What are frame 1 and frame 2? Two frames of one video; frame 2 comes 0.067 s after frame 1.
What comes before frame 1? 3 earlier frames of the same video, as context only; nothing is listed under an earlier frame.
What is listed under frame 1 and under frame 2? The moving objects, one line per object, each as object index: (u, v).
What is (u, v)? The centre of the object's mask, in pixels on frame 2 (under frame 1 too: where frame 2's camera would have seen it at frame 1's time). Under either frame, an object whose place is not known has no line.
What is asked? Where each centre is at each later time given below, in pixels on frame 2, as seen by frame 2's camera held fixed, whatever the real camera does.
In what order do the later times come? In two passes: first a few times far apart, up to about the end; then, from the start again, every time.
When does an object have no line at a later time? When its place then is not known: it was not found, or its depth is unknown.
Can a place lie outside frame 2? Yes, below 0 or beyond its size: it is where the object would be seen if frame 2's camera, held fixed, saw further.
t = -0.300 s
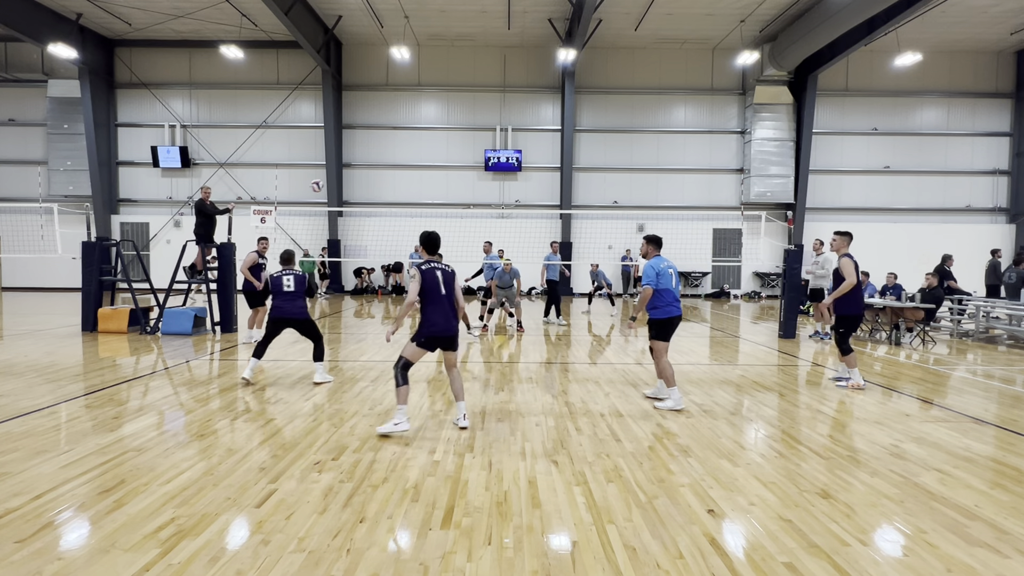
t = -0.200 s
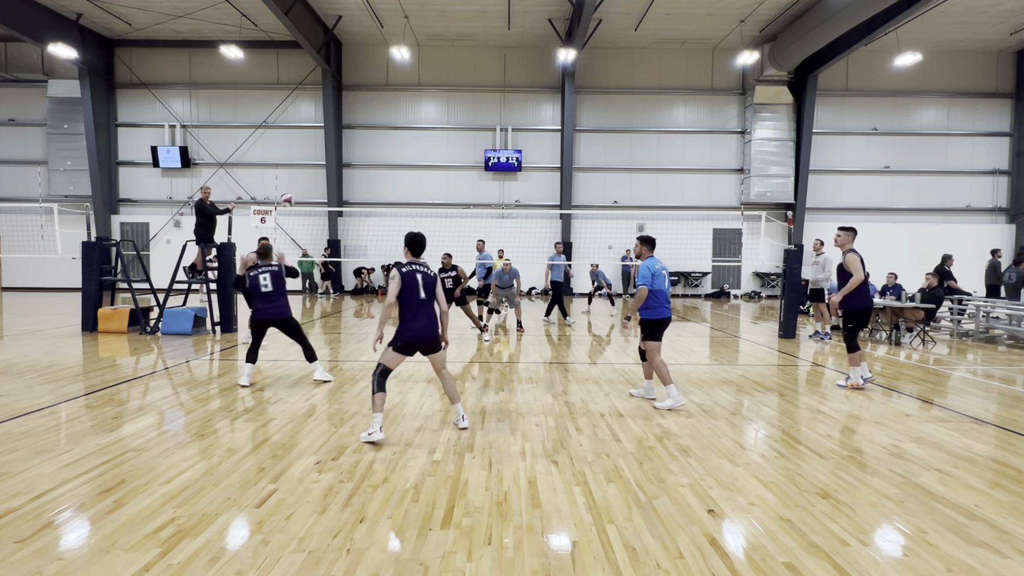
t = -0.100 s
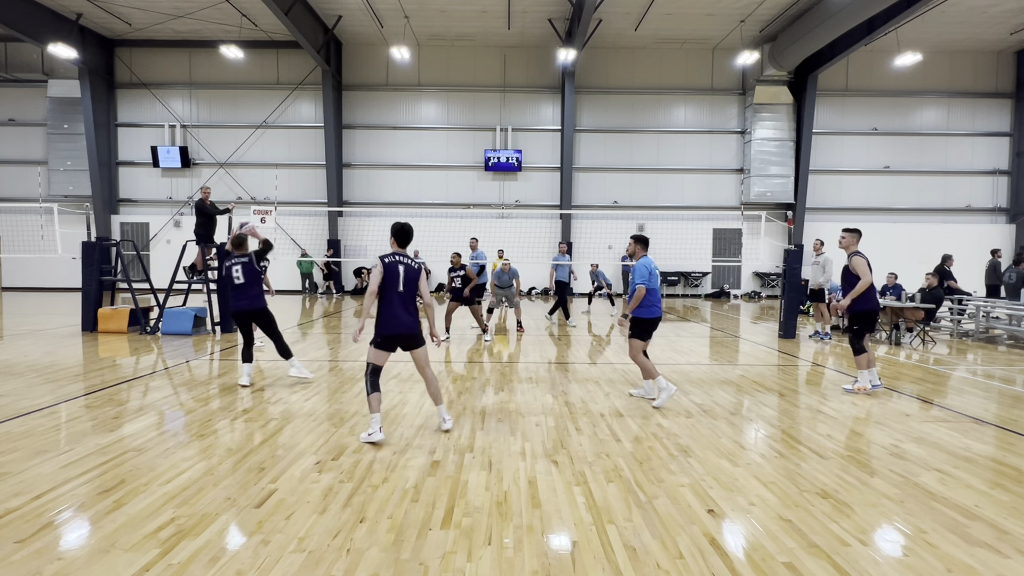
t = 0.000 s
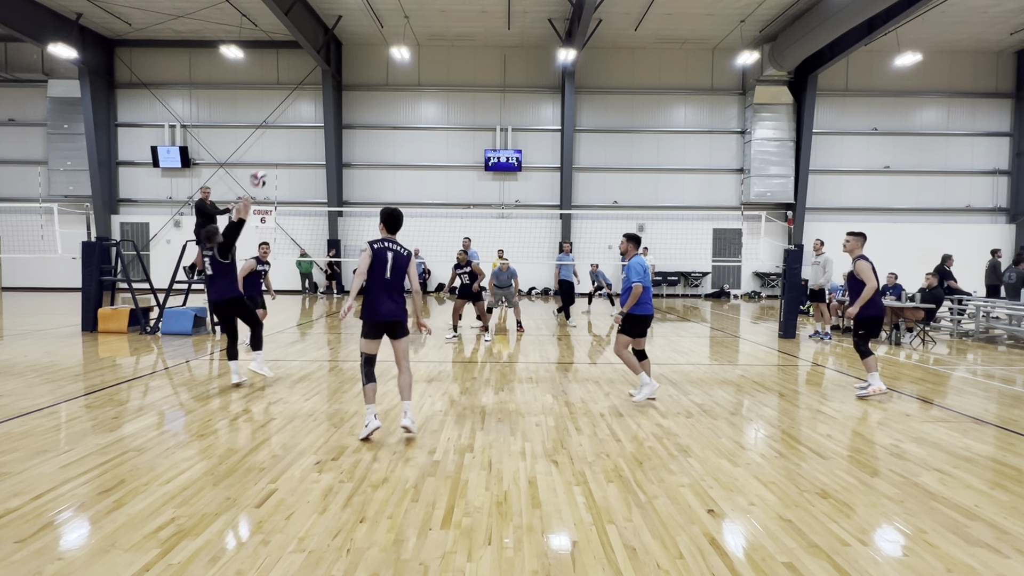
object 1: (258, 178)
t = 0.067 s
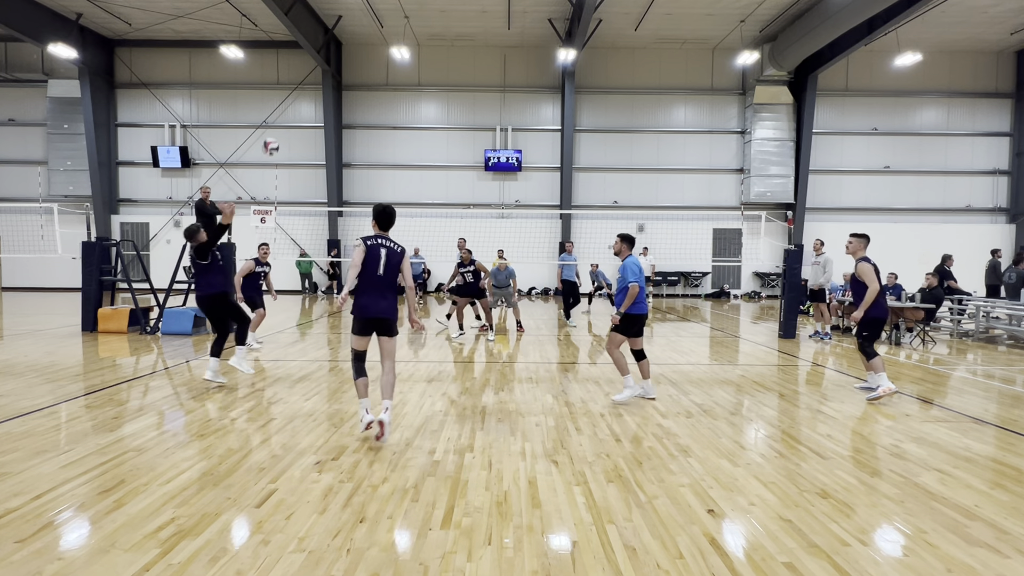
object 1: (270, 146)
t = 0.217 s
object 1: (296, 92)
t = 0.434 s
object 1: (328, 51)
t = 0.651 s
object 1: (356, 47)
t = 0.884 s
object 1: (383, 76)
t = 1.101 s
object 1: (404, 127)
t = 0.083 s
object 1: (273, 139)
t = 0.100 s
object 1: (276, 132)
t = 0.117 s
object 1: (279, 125)
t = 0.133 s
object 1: (282, 118)
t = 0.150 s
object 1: (285, 112)
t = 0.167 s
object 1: (287, 107)
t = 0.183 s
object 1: (290, 102)
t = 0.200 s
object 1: (293, 97)
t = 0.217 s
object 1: (296, 92)
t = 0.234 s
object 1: (298, 87)
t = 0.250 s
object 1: (301, 83)
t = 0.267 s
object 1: (303, 79)
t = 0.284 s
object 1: (306, 76)
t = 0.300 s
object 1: (309, 72)
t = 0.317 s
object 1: (311, 69)
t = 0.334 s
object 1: (314, 65)
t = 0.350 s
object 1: (316, 62)
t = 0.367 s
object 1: (319, 60)
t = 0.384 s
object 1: (321, 57)
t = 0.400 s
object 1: (323, 55)
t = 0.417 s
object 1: (325, 54)
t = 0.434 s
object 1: (328, 51)
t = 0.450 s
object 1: (330, 50)
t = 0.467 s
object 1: (332, 48)
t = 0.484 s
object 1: (335, 47)
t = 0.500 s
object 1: (337, 46)
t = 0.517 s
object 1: (339, 46)
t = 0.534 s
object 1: (341, 45)
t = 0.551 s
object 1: (344, 45)
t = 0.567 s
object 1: (346, 45)
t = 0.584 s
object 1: (348, 45)
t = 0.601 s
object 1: (350, 45)
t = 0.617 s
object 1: (352, 45)
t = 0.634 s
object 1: (354, 46)
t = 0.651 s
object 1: (356, 47)
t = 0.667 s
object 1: (358, 48)
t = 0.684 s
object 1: (360, 49)
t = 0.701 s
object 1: (363, 50)
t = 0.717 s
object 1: (364, 52)
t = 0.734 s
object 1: (367, 53)
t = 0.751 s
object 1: (369, 55)
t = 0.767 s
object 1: (370, 57)
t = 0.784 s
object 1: (372, 59)
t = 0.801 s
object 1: (374, 61)
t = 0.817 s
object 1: (376, 64)
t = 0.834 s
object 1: (378, 67)
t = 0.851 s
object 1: (380, 69)
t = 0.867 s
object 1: (381, 72)
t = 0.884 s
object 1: (383, 76)
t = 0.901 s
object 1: (385, 79)
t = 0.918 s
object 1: (387, 82)
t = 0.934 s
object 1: (389, 85)
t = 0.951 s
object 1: (390, 89)
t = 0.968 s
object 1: (392, 93)
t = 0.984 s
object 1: (393, 96)
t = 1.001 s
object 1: (395, 100)
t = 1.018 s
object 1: (397, 105)
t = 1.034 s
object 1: (398, 109)
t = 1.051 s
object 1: (400, 113)
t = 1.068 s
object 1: (401, 118)
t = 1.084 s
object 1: (403, 122)
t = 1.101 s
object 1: (404, 127)
